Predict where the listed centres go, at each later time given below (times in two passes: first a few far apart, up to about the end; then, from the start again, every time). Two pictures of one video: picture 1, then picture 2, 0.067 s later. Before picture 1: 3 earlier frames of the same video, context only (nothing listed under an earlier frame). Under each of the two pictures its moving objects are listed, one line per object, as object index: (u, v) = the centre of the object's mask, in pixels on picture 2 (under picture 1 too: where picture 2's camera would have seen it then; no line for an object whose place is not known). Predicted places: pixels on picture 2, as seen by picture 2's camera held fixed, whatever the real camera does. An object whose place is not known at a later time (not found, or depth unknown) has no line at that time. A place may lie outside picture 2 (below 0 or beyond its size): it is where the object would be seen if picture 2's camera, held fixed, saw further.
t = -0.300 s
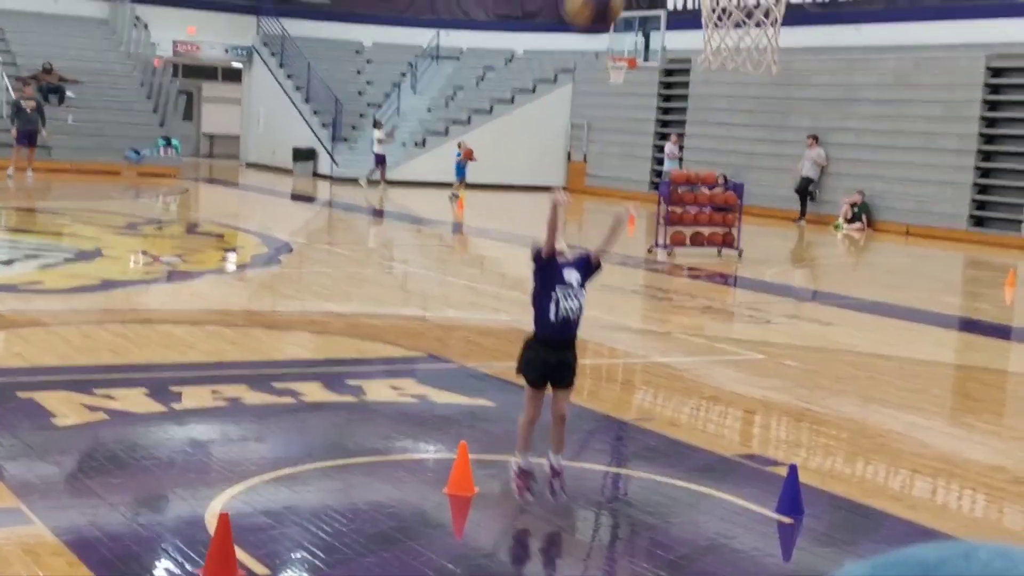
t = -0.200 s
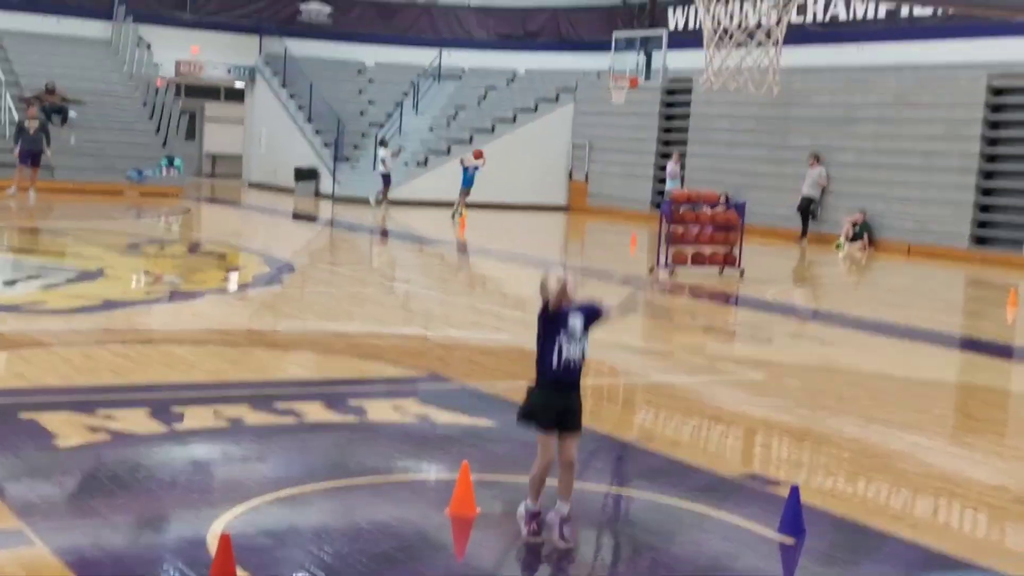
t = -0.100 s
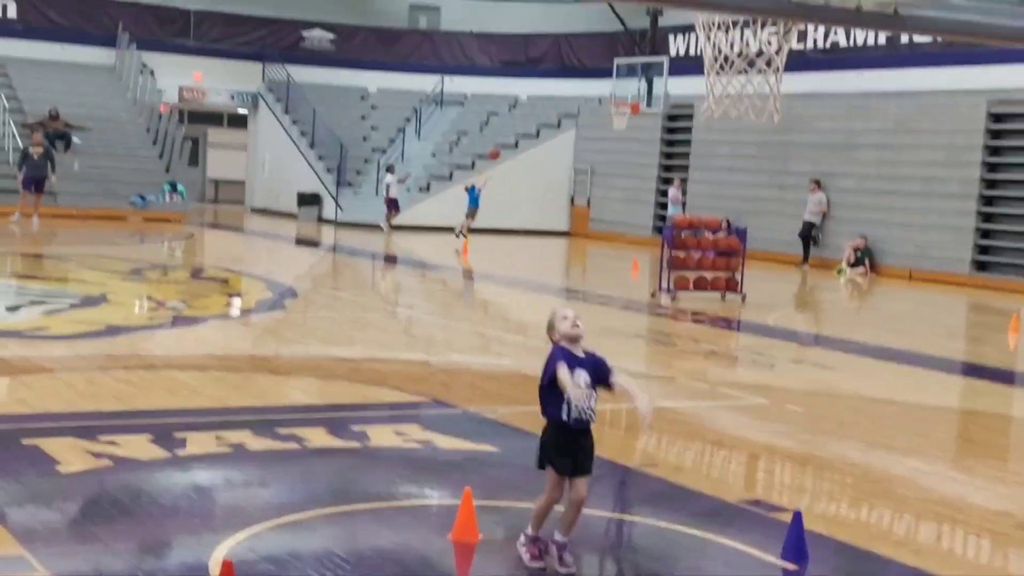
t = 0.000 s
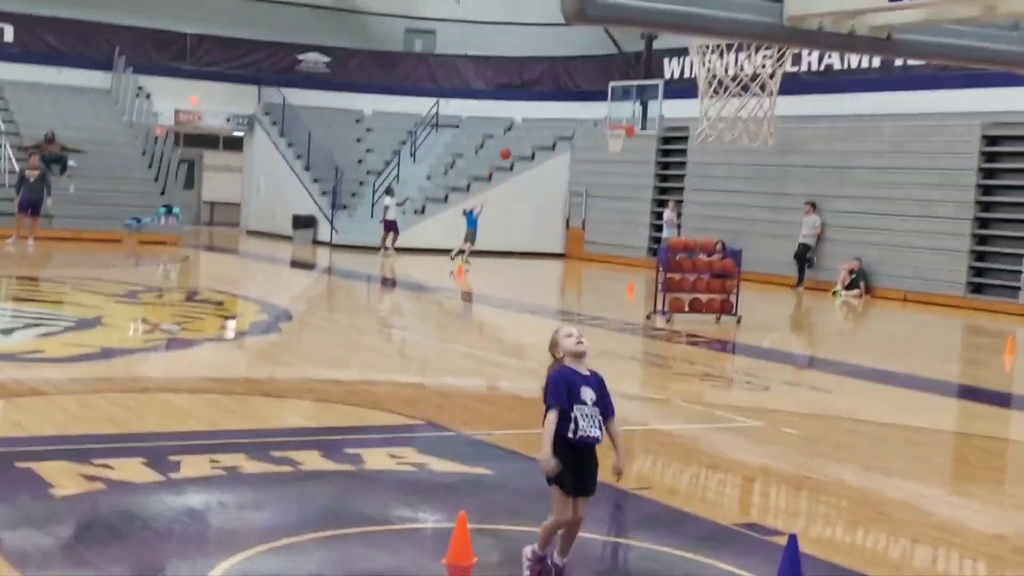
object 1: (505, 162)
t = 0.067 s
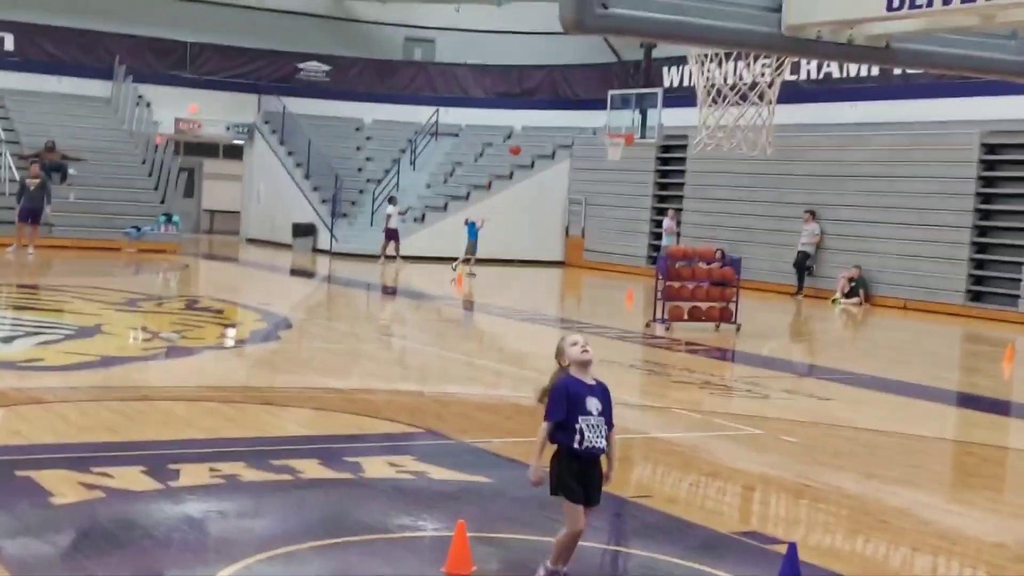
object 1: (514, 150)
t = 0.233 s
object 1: (539, 128)
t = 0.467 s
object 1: (573, 120)
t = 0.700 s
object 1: (601, 136)
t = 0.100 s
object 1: (519, 145)
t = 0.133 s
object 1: (525, 140)
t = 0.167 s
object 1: (530, 135)
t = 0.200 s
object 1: (535, 132)
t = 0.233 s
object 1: (539, 128)
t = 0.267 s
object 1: (544, 125)
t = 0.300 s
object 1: (549, 123)
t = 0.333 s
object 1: (554, 121)
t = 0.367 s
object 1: (559, 120)
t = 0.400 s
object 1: (563, 119)
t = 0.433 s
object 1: (568, 119)
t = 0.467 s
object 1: (573, 120)
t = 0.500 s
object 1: (578, 121)
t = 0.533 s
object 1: (583, 122)
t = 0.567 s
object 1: (587, 124)
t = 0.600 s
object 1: (592, 127)
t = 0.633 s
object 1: (596, 130)
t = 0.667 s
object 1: (600, 133)
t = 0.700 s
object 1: (601, 136)
